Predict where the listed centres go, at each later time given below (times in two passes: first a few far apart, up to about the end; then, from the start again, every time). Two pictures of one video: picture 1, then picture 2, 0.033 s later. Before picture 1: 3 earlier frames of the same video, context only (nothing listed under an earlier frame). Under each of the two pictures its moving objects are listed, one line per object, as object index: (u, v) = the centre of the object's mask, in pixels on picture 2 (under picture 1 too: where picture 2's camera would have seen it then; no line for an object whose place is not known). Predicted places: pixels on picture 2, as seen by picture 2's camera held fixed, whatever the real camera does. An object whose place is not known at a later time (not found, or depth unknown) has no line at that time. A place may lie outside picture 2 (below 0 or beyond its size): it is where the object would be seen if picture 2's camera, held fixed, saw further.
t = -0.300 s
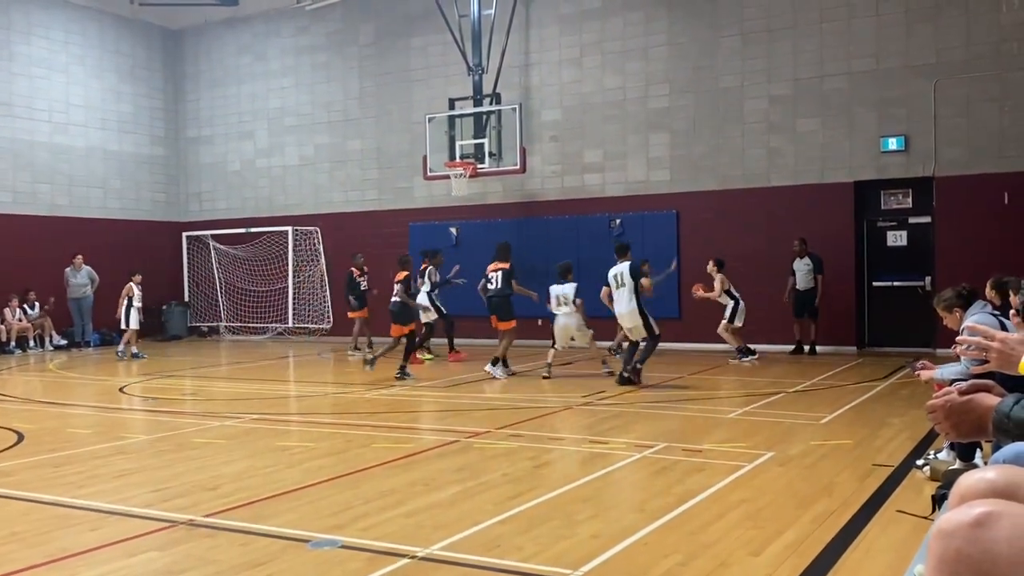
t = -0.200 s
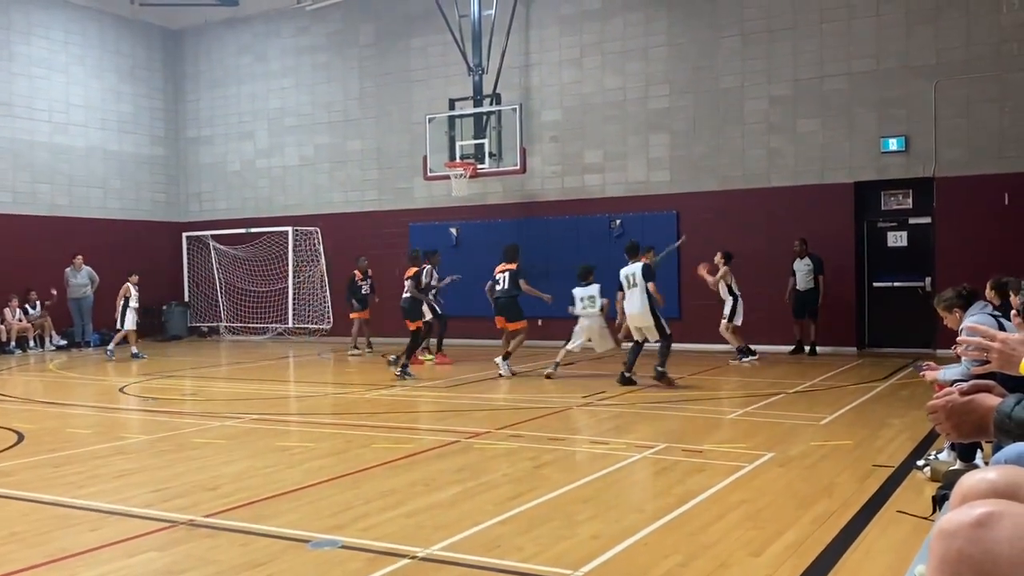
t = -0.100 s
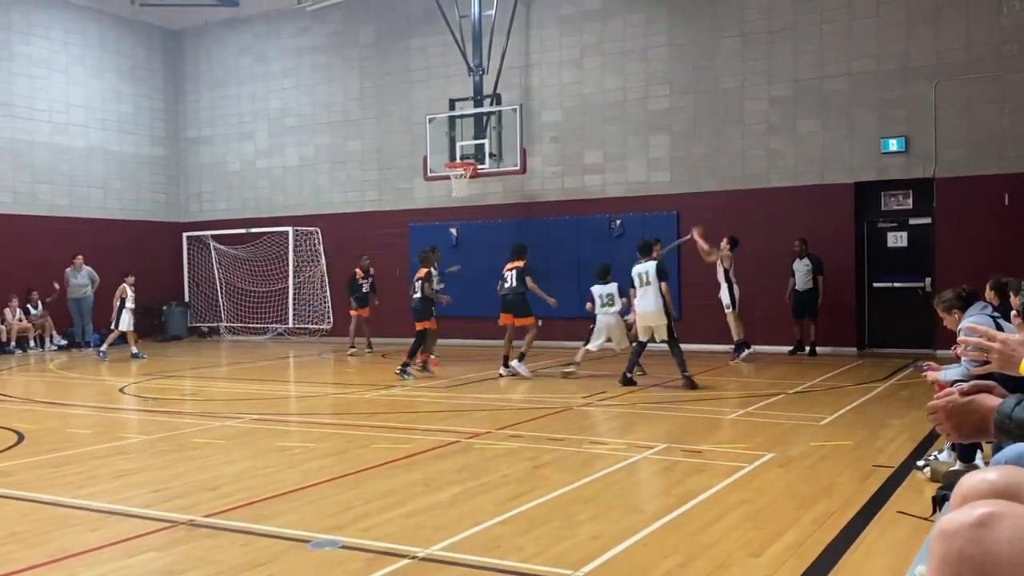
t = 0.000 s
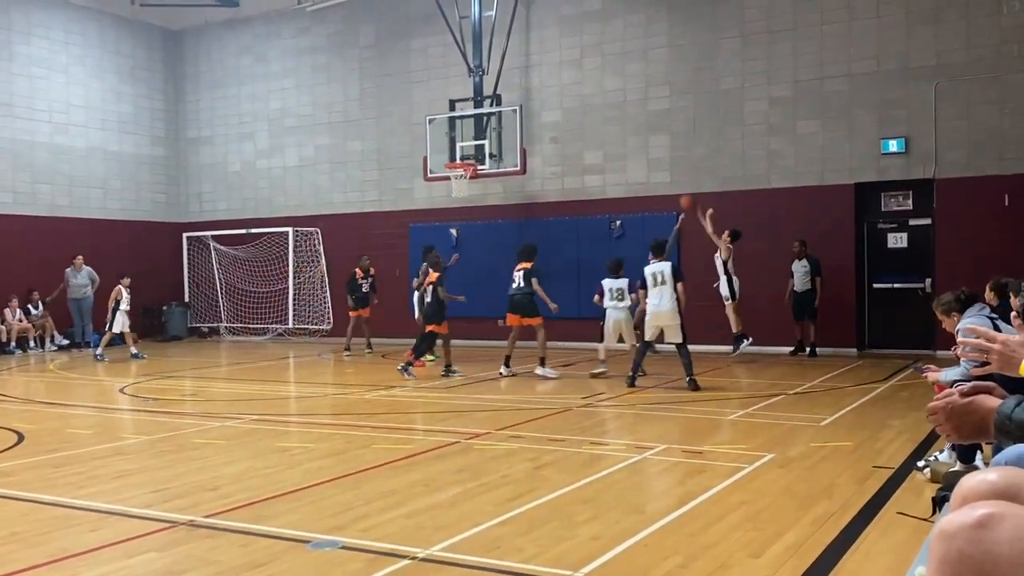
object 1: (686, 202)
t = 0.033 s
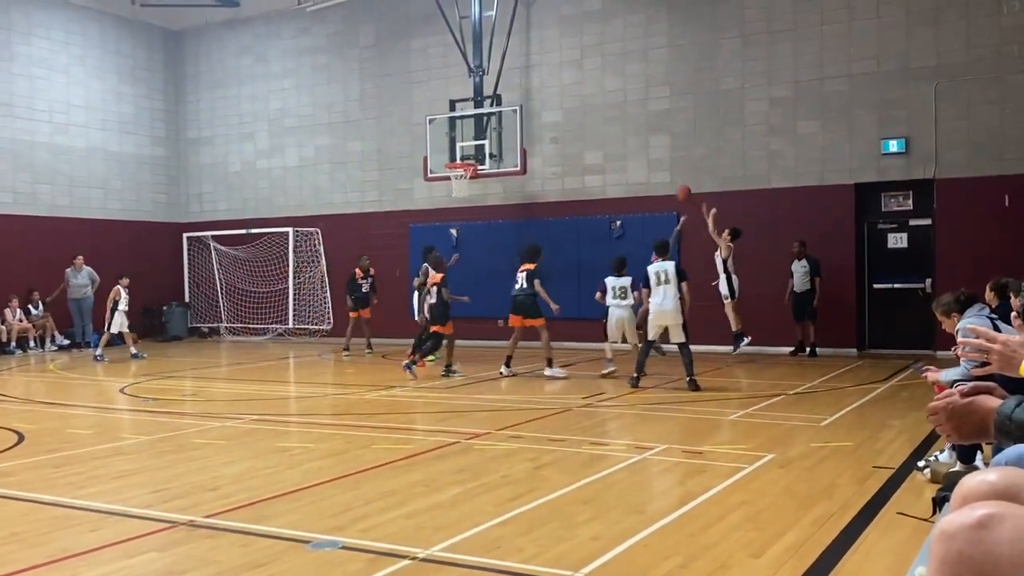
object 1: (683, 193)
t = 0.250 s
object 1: (654, 153)
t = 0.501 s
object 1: (623, 147)
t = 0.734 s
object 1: (594, 180)
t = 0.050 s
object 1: (680, 188)
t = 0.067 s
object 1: (678, 185)
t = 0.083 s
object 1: (676, 181)
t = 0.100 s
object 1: (674, 177)
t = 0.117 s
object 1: (672, 174)
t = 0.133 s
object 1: (669, 171)
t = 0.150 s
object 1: (668, 168)
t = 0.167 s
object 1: (665, 164)
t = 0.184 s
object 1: (663, 162)
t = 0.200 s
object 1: (661, 160)
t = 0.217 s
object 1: (658, 157)
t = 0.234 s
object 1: (656, 155)
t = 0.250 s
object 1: (654, 153)
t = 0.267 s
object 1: (652, 152)
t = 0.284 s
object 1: (650, 150)
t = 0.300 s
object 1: (648, 149)
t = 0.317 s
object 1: (646, 147)
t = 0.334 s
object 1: (643, 146)
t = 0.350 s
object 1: (642, 146)
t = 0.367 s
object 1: (639, 145)
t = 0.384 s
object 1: (637, 145)
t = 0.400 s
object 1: (635, 145)
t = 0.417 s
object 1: (633, 145)
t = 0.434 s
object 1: (631, 145)
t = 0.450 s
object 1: (629, 145)
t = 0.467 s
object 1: (627, 146)
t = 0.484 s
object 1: (625, 146)
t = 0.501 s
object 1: (623, 147)
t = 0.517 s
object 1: (620, 149)
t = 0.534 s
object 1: (618, 150)
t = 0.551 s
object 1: (616, 152)
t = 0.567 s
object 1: (614, 153)
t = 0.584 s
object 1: (612, 155)
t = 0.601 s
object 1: (610, 157)
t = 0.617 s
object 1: (608, 160)
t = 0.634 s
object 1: (606, 162)
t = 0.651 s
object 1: (603, 164)
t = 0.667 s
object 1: (602, 167)
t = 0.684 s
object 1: (599, 170)
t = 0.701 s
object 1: (598, 173)
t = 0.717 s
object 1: (596, 176)
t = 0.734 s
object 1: (594, 180)
